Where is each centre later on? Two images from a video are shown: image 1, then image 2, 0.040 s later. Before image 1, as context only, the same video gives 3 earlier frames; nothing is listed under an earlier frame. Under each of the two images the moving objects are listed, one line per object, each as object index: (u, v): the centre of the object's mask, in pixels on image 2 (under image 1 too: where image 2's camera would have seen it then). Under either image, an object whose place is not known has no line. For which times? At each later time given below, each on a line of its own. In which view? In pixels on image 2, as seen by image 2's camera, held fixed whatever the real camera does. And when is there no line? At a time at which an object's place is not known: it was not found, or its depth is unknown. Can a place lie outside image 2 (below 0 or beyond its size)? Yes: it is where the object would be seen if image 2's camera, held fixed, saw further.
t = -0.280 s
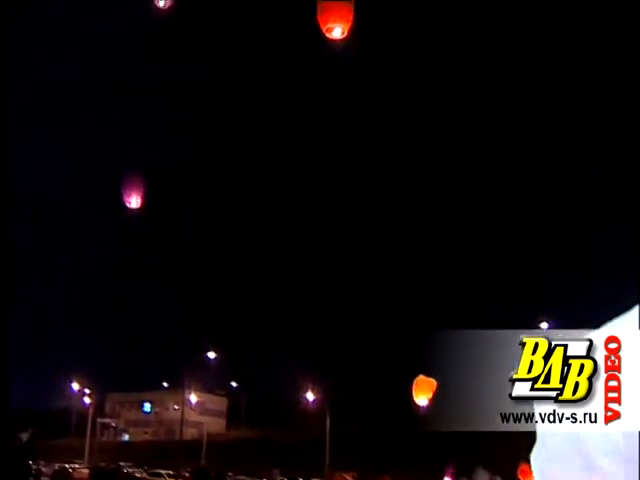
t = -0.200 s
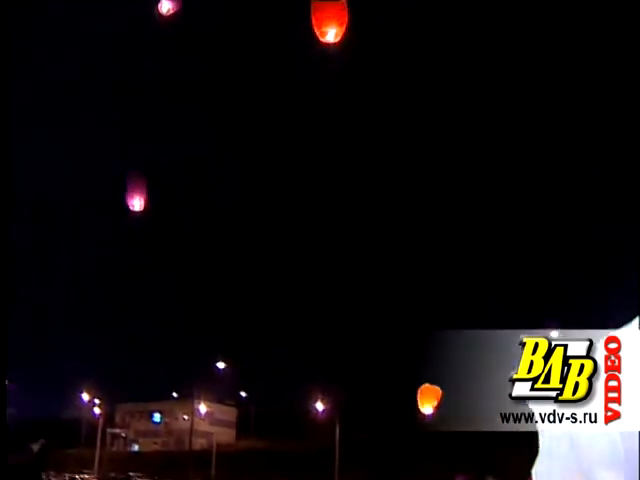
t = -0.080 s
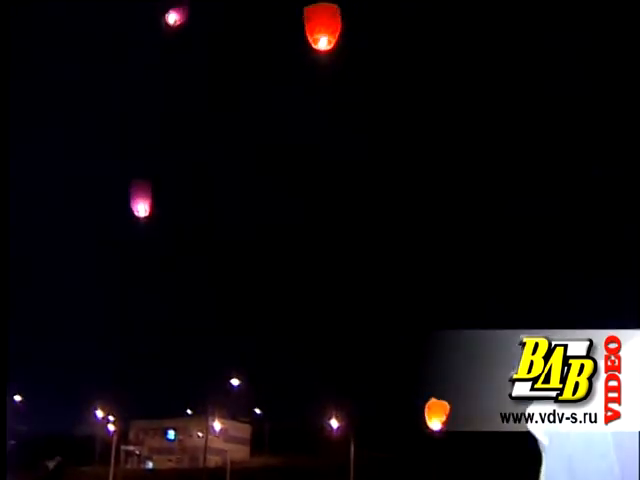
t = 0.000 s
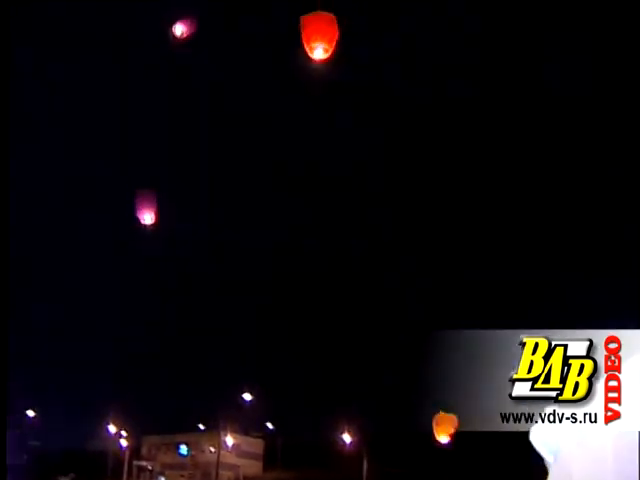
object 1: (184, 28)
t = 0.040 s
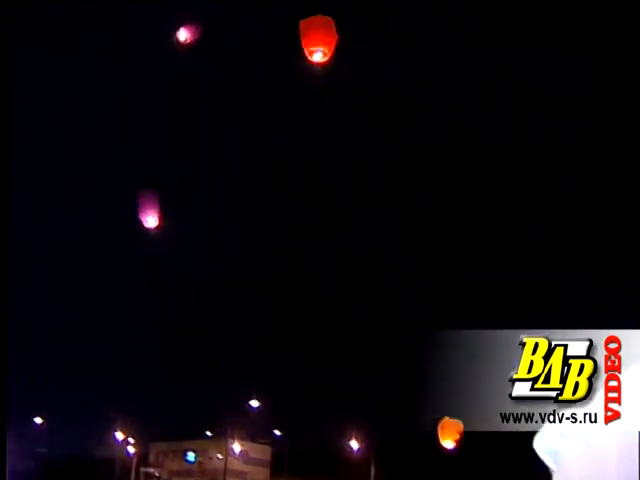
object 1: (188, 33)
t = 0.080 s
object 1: (192, 37)
